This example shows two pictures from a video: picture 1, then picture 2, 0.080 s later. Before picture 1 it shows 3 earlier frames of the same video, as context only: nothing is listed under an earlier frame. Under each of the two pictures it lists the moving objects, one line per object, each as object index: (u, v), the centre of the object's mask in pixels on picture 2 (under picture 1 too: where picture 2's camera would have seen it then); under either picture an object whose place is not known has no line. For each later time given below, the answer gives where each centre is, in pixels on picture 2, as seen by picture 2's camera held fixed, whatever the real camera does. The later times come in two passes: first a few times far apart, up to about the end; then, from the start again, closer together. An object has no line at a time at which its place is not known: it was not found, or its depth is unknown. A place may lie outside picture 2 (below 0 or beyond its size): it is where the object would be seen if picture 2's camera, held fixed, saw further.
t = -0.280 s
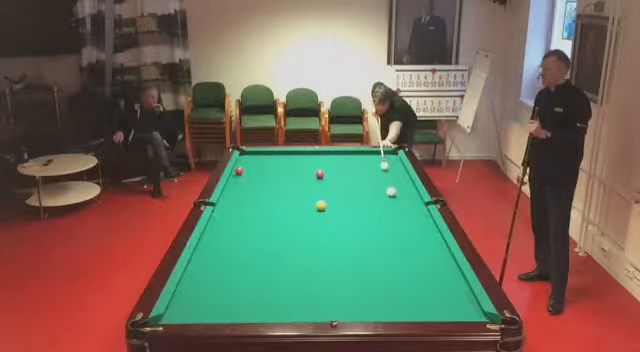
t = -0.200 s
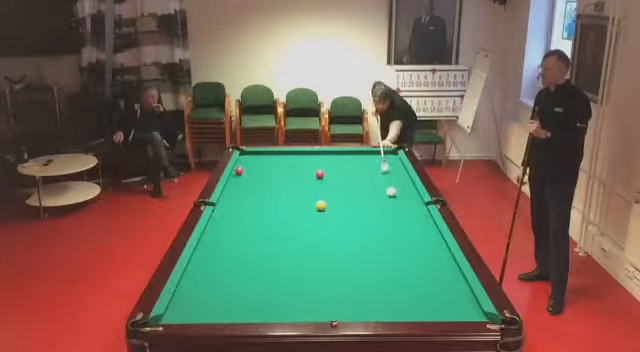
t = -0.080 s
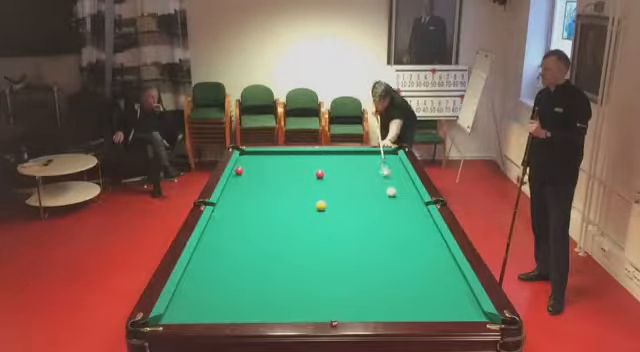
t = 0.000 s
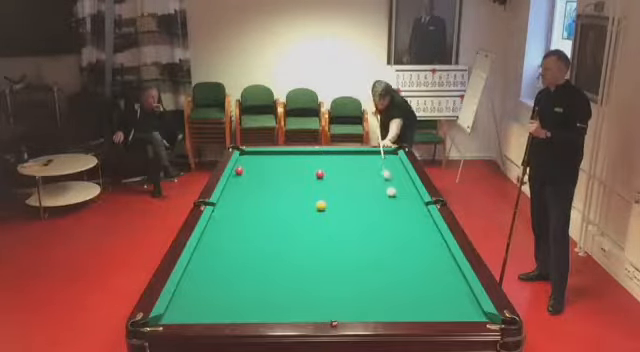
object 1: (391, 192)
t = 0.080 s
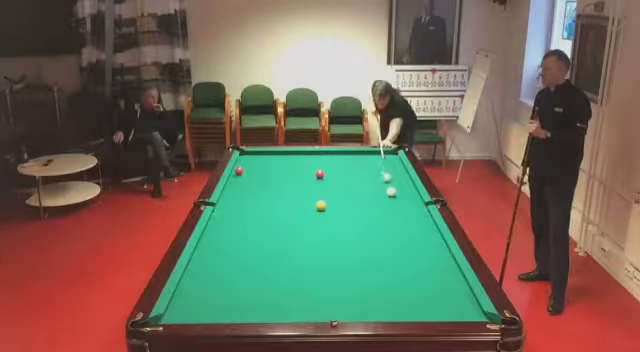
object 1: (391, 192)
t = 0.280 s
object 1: (391, 192)
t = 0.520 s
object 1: (394, 195)
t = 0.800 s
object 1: (400, 201)
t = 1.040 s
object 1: (405, 207)
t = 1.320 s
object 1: (411, 214)
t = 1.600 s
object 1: (416, 221)
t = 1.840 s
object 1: (422, 226)
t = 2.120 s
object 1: (428, 233)
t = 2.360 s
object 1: (434, 239)
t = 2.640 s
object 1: (441, 246)
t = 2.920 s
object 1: (445, 253)
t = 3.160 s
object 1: (446, 258)
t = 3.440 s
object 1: (447, 263)
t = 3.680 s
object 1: (448, 269)
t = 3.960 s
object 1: (449, 273)
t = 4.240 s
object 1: (449, 279)
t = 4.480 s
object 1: (450, 284)
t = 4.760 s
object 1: (450, 288)
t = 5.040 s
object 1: (450, 291)
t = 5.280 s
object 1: (450, 295)
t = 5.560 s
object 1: (450, 298)
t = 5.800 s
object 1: (450, 300)
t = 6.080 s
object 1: (450, 302)
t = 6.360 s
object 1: (451, 305)
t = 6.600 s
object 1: (451, 305)
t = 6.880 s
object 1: (451, 306)
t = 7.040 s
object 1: (451, 306)
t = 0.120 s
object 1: (391, 191)
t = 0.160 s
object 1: (391, 192)
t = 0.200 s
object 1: (391, 192)
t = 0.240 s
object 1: (391, 192)
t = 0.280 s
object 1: (391, 192)
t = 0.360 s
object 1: (391, 192)
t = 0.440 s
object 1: (391, 193)
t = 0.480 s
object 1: (393, 195)
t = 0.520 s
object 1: (394, 195)
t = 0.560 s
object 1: (394, 196)
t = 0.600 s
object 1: (396, 196)
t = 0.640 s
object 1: (396, 197)
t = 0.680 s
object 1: (397, 198)
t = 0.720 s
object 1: (399, 199)
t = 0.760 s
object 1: (399, 200)
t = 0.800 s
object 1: (400, 201)
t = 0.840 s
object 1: (401, 202)
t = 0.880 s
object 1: (401, 203)
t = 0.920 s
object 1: (402, 204)
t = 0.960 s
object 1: (403, 205)
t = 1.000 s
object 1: (404, 206)
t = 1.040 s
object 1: (405, 207)
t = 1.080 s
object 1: (405, 208)
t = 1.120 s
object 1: (406, 209)
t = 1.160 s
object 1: (407, 210)
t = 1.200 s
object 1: (408, 211)
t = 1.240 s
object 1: (409, 212)
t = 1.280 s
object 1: (410, 212)
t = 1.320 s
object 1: (411, 214)
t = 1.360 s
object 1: (411, 215)
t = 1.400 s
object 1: (412, 216)
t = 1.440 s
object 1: (413, 217)
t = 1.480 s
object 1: (414, 218)
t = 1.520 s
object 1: (415, 219)
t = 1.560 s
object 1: (416, 220)
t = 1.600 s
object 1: (416, 221)
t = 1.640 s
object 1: (417, 221)
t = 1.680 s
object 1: (418, 222)
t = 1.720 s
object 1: (419, 223)
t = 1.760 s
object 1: (420, 224)
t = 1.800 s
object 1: (421, 225)
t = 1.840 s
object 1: (422, 226)
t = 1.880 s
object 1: (423, 227)
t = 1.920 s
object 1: (424, 228)
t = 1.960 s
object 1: (424, 229)
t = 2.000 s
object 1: (426, 230)
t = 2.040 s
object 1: (426, 231)
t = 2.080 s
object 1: (428, 232)
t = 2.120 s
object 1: (428, 233)
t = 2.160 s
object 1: (429, 234)
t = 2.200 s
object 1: (430, 235)
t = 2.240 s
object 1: (431, 236)
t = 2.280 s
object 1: (431, 237)
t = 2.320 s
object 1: (432, 238)
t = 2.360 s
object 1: (434, 239)
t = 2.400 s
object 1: (434, 240)
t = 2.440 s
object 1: (436, 241)
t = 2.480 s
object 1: (437, 242)
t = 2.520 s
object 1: (438, 243)
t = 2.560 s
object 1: (439, 244)
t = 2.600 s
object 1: (440, 245)
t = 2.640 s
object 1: (441, 246)
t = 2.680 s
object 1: (442, 247)
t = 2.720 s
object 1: (442, 248)
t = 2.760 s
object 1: (443, 249)
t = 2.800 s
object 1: (444, 250)
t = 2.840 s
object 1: (444, 251)
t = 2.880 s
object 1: (444, 251)
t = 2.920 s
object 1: (445, 253)
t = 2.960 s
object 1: (445, 253)
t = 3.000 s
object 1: (445, 254)
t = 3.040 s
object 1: (445, 255)
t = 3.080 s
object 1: (445, 255)
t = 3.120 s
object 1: (446, 257)
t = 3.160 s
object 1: (446, 258)
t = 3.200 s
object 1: (446, 258)
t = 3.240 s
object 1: (446, 259)
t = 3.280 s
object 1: (446, 260)
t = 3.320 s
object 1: (446, 261)
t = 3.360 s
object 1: (447, 262)
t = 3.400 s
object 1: (447, 263)
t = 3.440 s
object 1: (447, 263)
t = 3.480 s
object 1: (447, 264)
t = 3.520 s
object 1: (447, 265)
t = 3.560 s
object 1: (447, 265)
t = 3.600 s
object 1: (448, 266)
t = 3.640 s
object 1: (448, 267)
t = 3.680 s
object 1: (448, 269)
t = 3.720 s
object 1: (448, 269)
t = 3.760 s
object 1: (448, 270)
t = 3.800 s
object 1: (448, 271)
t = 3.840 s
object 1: (449, 272)
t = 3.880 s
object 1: (449, 272)
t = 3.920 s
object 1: (449, 273)
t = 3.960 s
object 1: (449, 273)
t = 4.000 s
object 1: (449, 274)
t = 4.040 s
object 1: (449, 275)
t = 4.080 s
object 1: (449, 276)
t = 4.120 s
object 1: (449, 277)
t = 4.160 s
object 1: (449, 278)
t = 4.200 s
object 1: (449, 278)
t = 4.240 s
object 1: (449, 279)
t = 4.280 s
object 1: (449, 280)
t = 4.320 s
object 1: (450, 281)
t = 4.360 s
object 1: (450, 281)
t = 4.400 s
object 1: (450, 282)
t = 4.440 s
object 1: (450, 283)
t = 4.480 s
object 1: (450, 284)
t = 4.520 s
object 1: (450, 284)
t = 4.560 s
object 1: (450, 284)
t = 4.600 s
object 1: (450, 285)
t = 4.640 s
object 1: (450, 286)
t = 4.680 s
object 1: (450, 287)
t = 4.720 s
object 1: (450, 287)
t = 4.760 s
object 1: (450, 288)
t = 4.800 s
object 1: (450, 288)
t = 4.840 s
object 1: (450, 289)
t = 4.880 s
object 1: (450, 289)
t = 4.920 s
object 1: (450, 290)
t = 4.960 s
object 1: (450, 290)
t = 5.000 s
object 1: (450, 291)
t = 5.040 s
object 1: (450, 291)
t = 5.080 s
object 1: (450, 292)
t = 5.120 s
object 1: (450, 293)
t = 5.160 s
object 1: (450, 293)
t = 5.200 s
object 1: (450, 293)
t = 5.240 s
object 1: (450, 295)
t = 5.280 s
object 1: (450, 295)
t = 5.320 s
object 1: (450, 296)
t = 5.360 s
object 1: (450, 296)
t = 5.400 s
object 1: (450, 296)
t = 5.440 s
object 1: (450, 296)
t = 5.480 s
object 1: (450, 297)
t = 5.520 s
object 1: (450, 297)
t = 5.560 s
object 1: (450, 298)
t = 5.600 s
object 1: (450, 298)
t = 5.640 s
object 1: (450, 299)
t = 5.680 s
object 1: (450, 299)
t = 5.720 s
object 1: (450, 299)
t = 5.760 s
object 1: (450, 300)
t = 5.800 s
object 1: (450, 300)
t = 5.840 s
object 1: (450, 300)
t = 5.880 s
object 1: (450, 301)
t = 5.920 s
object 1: (450, 301)
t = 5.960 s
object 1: (450, 302)
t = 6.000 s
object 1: (450, 302)
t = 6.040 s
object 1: (450, 302)
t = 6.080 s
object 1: (450, 302)
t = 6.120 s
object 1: (450, 303)
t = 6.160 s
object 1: (450, 303)
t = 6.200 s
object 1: (451, 303)
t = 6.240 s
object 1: (451, 304)
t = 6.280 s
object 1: (451, 304)
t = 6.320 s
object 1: (451, 304)
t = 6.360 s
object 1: (451, 305)
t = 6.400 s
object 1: (451, 305)
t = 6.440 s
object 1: (451, 305)
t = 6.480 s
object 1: (451, 305)
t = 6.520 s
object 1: (451, 305)
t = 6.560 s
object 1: (451, 305)
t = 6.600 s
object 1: (451, 305)
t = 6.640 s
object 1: (451, 305)
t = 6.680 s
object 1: (451, 305)
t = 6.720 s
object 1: (451, 306)
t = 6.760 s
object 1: (451, 305)
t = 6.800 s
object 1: (451, 306)
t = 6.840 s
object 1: (452, 305)
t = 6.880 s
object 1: (451, 306)
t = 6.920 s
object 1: (451, 305)
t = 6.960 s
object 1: (451, 306)
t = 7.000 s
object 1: (451, 306)
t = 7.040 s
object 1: (451, 306)
